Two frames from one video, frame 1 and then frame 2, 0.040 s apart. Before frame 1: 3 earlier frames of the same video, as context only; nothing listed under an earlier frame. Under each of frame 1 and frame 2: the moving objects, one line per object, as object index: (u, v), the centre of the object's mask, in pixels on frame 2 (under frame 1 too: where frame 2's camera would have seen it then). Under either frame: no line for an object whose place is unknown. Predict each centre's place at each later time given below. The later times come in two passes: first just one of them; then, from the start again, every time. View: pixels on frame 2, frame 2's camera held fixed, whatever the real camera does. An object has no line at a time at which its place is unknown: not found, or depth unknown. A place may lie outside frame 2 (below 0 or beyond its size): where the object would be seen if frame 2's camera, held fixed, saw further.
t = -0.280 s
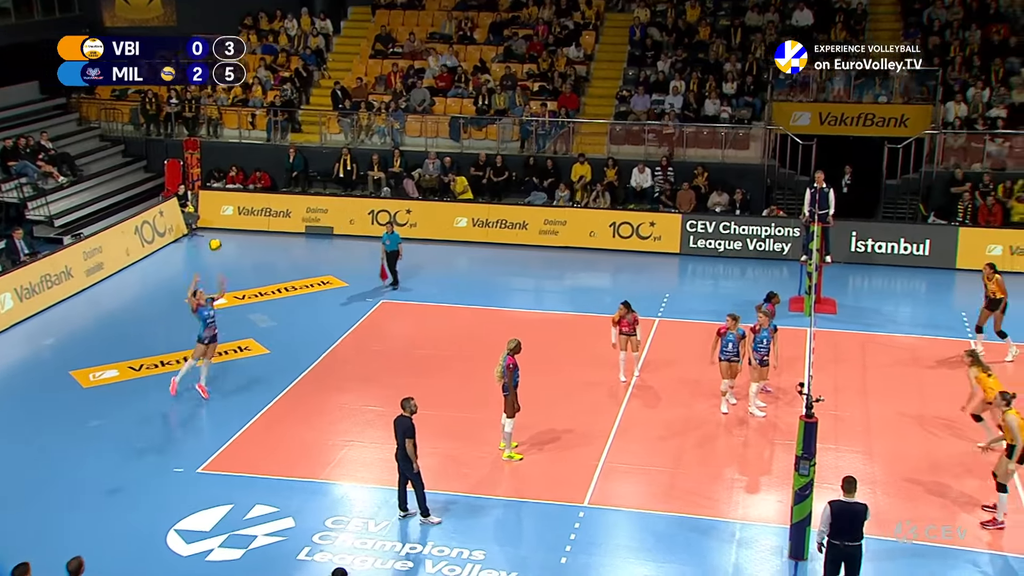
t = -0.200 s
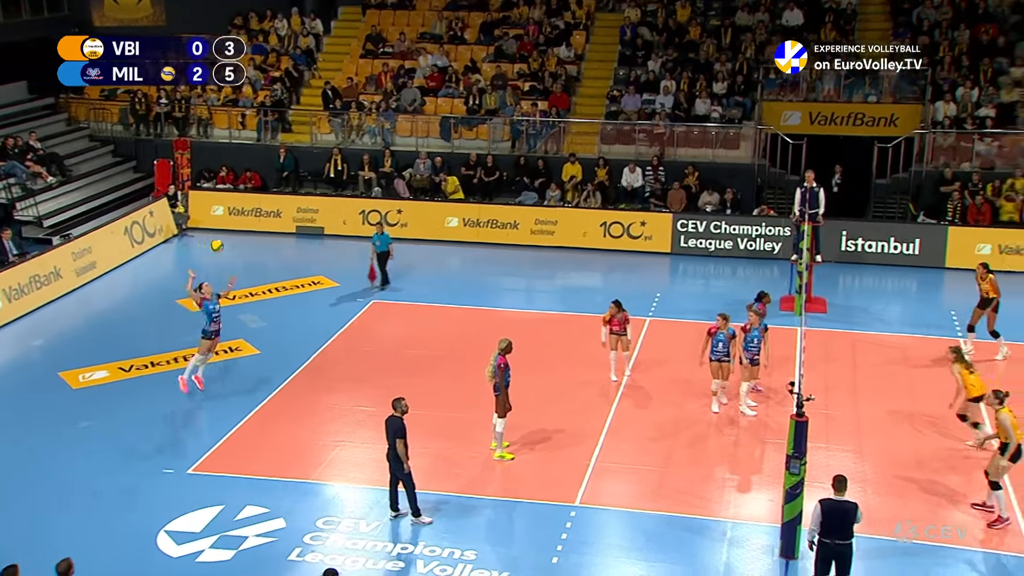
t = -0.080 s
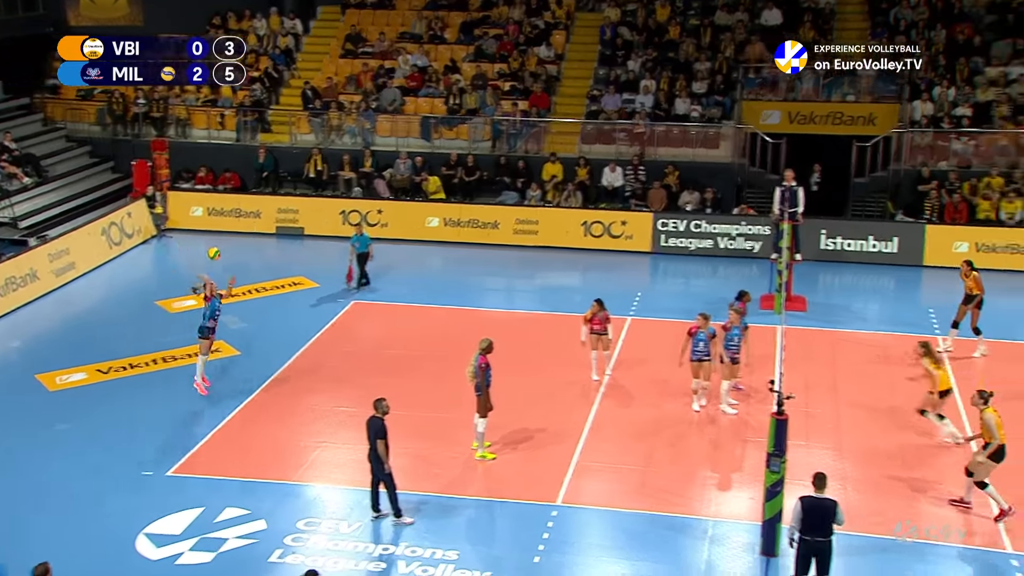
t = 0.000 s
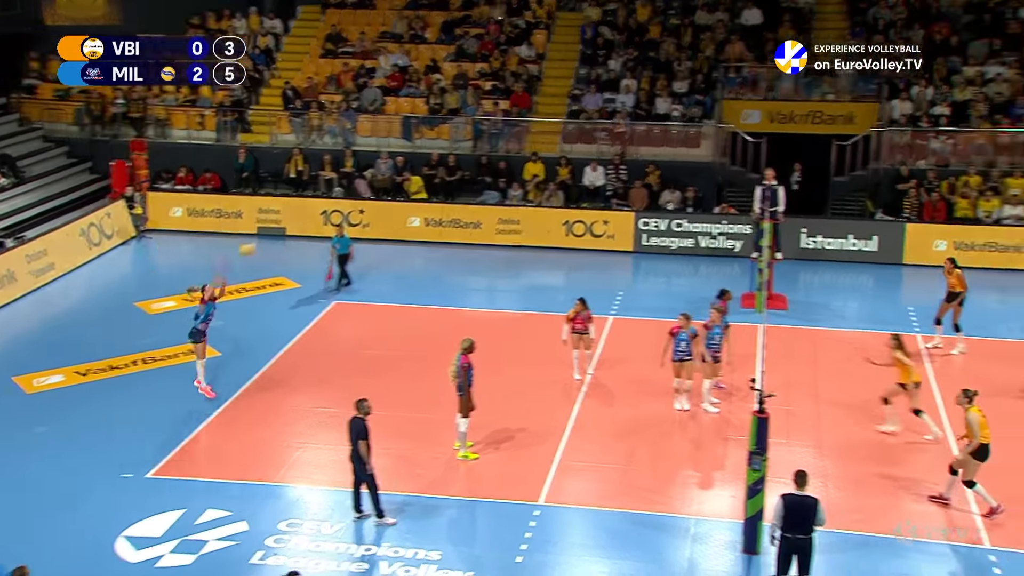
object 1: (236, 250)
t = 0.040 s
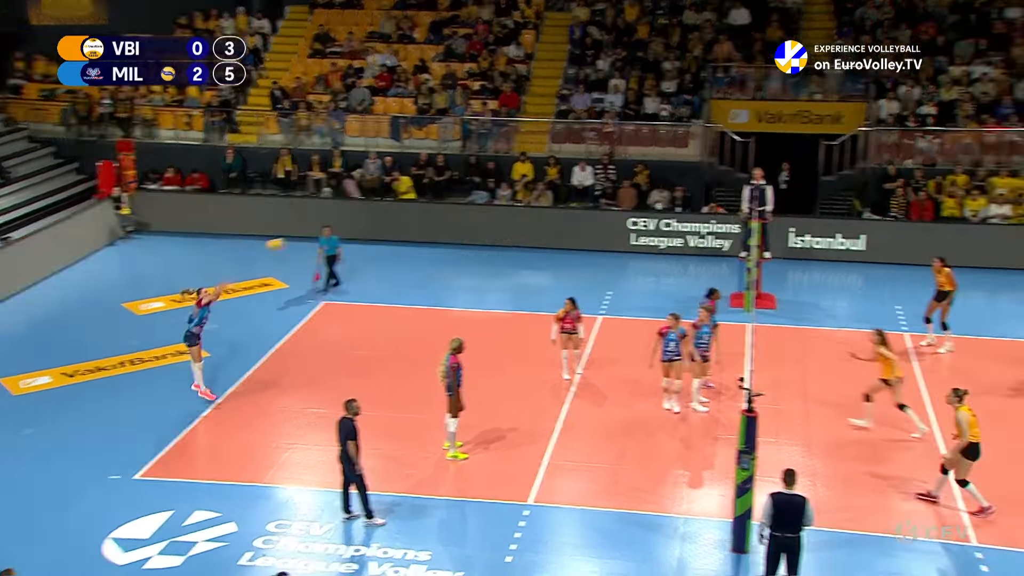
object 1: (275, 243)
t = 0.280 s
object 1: (505, 230)
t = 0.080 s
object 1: (313, 239)
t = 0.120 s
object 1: (353, 235)
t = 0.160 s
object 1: (392, 232)
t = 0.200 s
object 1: (431, 230)
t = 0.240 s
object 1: (468, 230)
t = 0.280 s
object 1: (505, 230)
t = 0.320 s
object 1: (542, 232)
